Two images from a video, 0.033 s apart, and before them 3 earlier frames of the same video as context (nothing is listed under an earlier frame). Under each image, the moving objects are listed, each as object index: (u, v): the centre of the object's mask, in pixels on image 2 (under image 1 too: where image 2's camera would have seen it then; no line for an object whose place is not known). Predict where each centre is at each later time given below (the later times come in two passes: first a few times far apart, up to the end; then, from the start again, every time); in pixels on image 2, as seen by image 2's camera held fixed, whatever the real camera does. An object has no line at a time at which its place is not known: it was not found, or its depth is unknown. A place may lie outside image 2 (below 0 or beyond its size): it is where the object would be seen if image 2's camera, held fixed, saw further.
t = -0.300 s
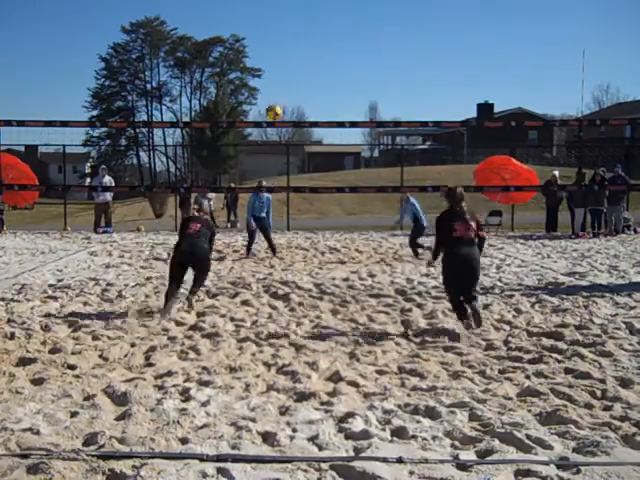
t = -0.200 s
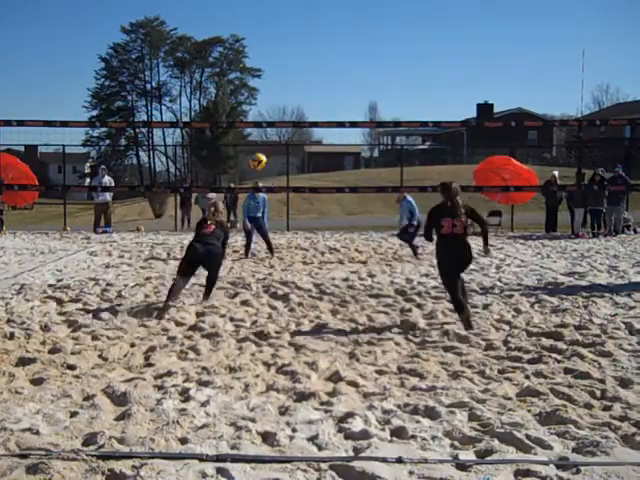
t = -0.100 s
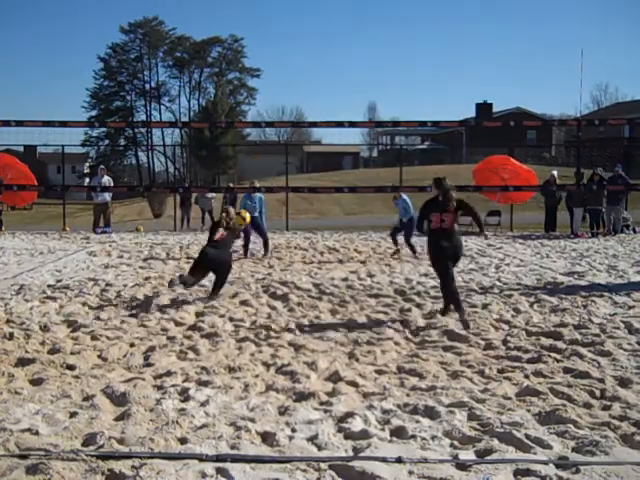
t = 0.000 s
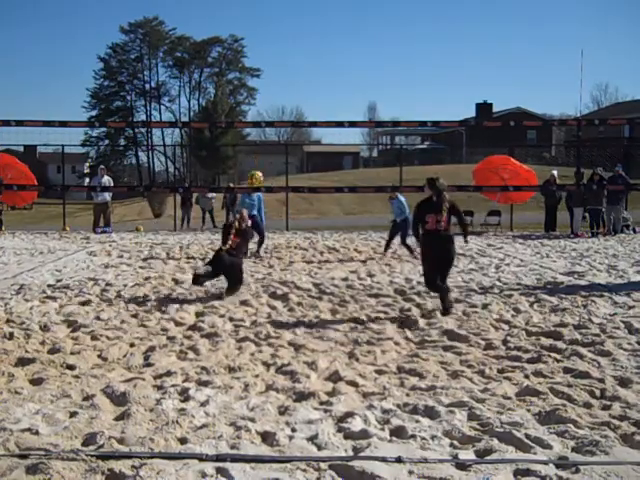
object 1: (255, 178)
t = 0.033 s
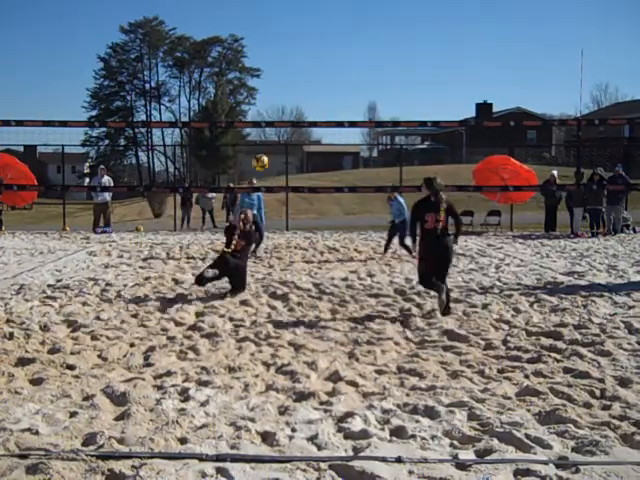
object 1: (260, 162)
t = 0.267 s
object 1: (299, 72)
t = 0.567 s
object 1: (351, 17)
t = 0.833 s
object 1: (397, 29)
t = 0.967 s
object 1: (420, 57)
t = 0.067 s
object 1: (265, 147)
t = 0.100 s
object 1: (271, 133)
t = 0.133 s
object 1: (277, 119)
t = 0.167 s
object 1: (283, 106)
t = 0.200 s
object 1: (288, 94)
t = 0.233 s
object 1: (294, 83)
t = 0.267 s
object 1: (299, 72)
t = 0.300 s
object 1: (305, 63)
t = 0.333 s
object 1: (310, 54)
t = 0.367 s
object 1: (316, 47)
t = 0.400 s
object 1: (322, 40)
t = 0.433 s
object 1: (328, 34)
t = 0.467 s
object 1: (333, 28)
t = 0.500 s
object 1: (339, 24)
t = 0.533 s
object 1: (344, 20)
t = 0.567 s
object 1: (351, 17)
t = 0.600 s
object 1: (356, 16)
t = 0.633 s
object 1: (362, 15)
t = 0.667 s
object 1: (368, 15)
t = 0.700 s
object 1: (373, 16)
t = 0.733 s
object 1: (379, 18)
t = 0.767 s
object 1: (385, 21)
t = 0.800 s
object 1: (391, 24)
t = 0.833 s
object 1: (397, 29)
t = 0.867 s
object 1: (402, 35)
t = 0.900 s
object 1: (408, 41)
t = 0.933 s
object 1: (414, 49)
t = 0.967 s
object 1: (420, 57)
